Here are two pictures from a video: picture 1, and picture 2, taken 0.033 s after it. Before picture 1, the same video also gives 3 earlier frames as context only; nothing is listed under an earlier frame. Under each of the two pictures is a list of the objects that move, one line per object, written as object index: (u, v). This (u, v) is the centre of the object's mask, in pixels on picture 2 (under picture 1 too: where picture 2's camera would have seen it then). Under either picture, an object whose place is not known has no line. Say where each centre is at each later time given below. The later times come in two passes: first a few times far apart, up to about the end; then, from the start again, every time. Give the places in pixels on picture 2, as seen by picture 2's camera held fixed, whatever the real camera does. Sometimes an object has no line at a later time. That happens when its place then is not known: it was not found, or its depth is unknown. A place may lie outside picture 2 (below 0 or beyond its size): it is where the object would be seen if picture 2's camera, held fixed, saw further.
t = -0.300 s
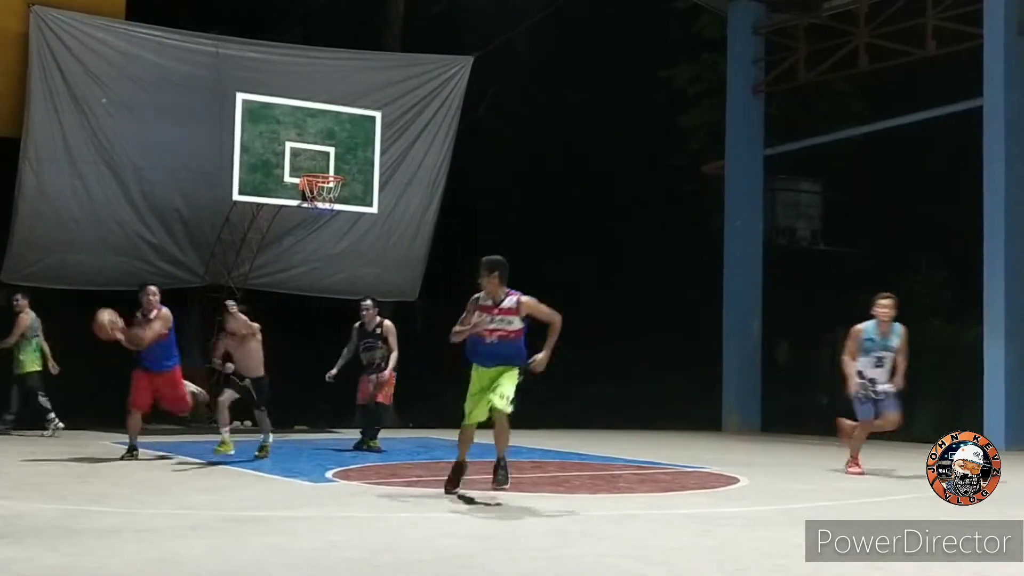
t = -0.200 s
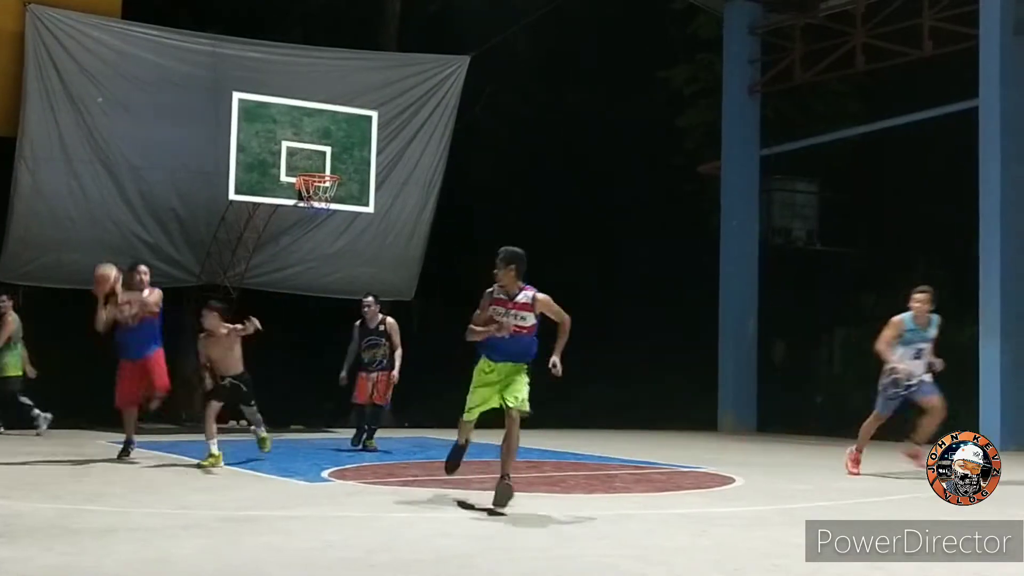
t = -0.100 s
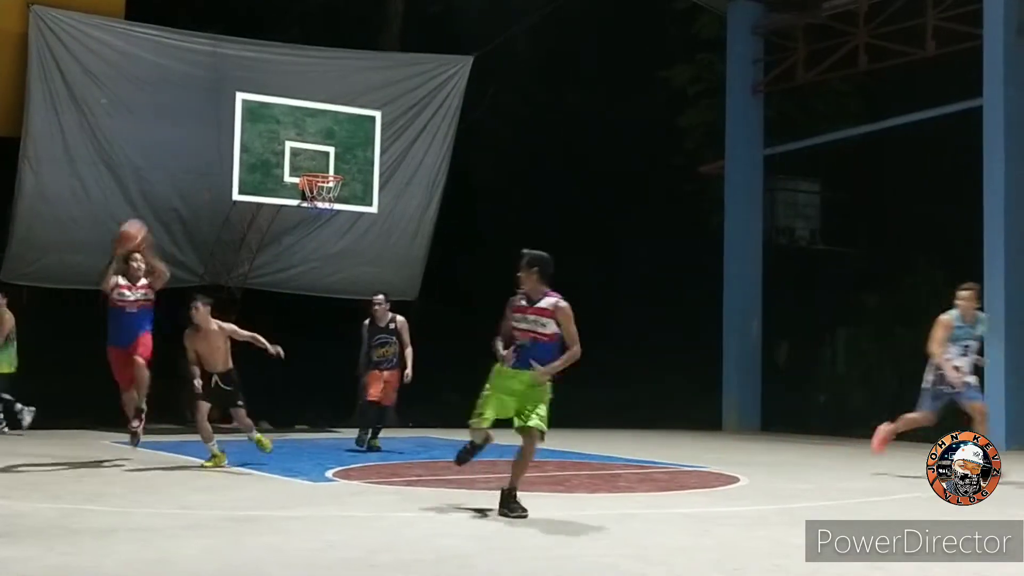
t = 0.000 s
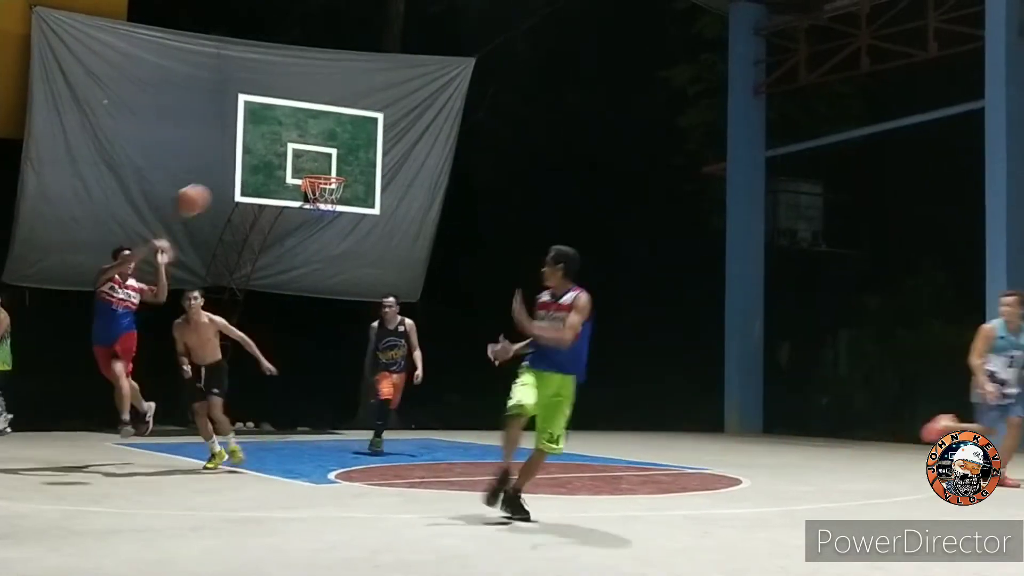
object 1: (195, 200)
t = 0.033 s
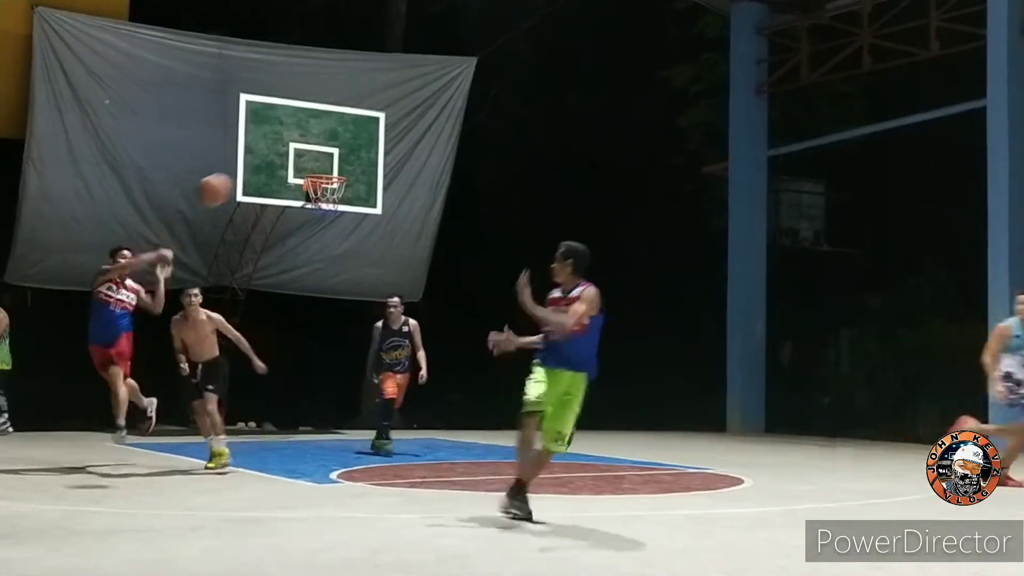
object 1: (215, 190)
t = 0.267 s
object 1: (388, 153)
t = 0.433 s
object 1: (533, 173)
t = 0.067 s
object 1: (237, 181)
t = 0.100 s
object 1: (262, 172)
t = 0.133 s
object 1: (284, 165)
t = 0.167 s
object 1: (310, 161)
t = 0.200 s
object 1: (336, 156)
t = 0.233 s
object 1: (360, 154)
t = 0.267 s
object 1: (388, 153)
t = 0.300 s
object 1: (415, 153)
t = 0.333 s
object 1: (444, 155)
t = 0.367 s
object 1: (472, 160)
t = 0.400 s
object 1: (500, 165)
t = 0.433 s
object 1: (533, 173)
